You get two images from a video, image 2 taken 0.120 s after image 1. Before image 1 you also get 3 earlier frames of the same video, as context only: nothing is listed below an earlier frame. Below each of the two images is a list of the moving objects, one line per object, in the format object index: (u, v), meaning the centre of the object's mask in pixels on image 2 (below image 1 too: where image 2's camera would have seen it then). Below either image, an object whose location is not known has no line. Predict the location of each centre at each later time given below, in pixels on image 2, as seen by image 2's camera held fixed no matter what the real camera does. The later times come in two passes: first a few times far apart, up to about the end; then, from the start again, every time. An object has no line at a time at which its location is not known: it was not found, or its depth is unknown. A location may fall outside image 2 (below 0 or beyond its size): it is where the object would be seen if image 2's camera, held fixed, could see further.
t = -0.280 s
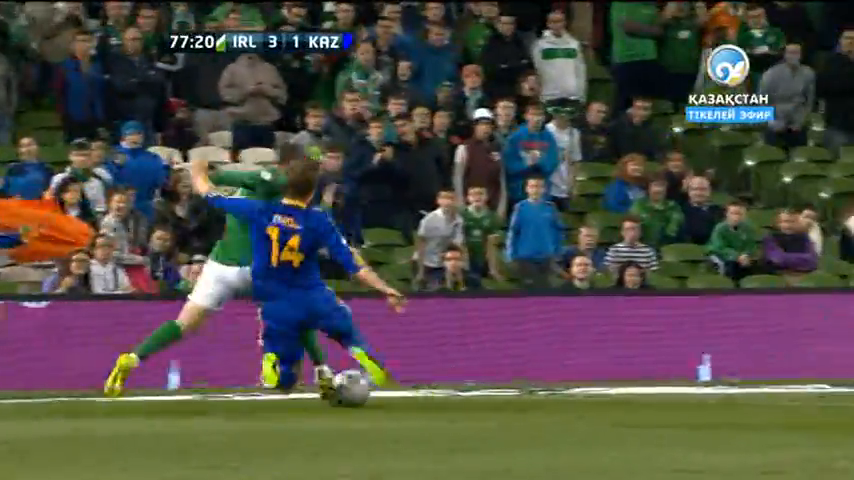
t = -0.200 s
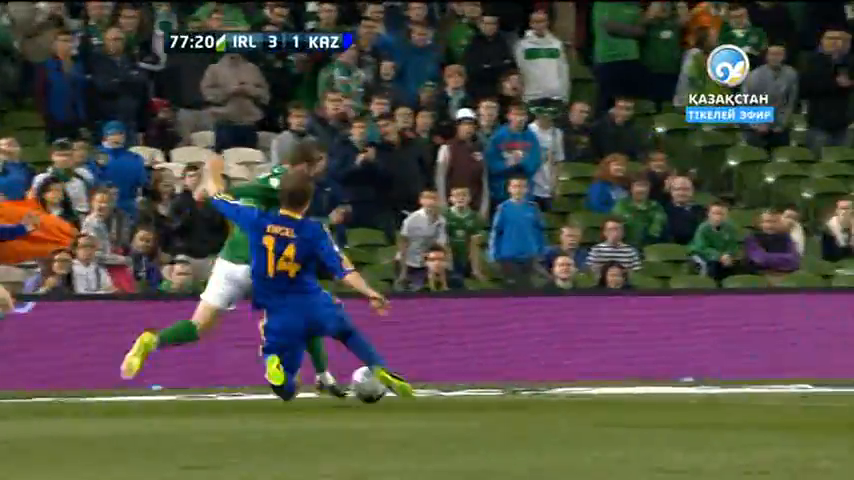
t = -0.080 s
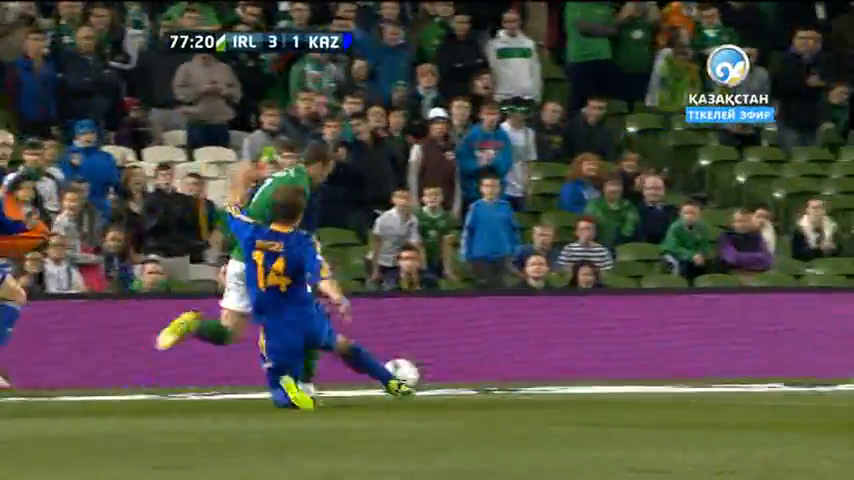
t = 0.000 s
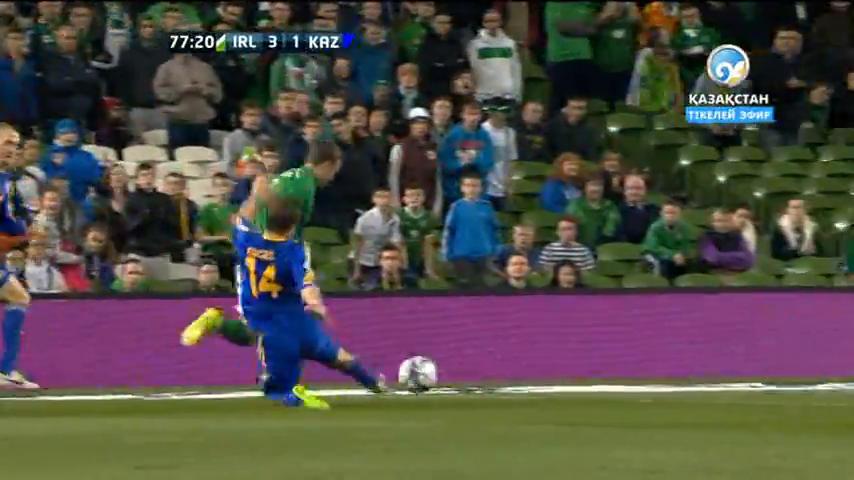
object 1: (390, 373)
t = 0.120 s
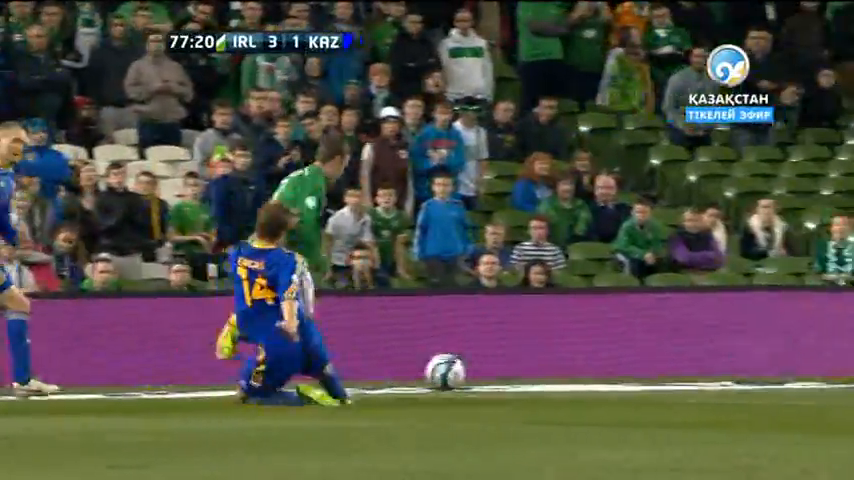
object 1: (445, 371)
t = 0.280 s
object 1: (516, 375)
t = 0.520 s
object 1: (620, 383)
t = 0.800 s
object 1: (731, 371)
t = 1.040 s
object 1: (824, 374)
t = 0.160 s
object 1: (463, 372)
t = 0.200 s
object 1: (480, 373)
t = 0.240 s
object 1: (499, 374)
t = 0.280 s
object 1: (516, 375)
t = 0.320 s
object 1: (535, 377)
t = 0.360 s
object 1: (552, 380)
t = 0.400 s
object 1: (569, 382)
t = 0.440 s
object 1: (588, 384)
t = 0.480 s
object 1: (605, 385)
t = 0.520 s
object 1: (620, 383)
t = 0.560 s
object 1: (635, 382)
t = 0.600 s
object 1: (652, 378)
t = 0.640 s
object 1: (667, 377)
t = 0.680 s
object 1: (684, 375)
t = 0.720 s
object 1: (700, 373)
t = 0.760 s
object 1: (716, 372)
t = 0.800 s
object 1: (731, 371)
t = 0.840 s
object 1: (747, 371)
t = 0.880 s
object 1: (764, 370)
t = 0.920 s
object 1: (779, 370)
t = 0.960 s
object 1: (794, 371)
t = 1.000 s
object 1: (809, 373)
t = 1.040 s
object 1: (824, 374)
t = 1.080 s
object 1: (839, 375)
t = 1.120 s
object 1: (854, 377)
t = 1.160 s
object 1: (869, 378)
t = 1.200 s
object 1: (886, 380)
